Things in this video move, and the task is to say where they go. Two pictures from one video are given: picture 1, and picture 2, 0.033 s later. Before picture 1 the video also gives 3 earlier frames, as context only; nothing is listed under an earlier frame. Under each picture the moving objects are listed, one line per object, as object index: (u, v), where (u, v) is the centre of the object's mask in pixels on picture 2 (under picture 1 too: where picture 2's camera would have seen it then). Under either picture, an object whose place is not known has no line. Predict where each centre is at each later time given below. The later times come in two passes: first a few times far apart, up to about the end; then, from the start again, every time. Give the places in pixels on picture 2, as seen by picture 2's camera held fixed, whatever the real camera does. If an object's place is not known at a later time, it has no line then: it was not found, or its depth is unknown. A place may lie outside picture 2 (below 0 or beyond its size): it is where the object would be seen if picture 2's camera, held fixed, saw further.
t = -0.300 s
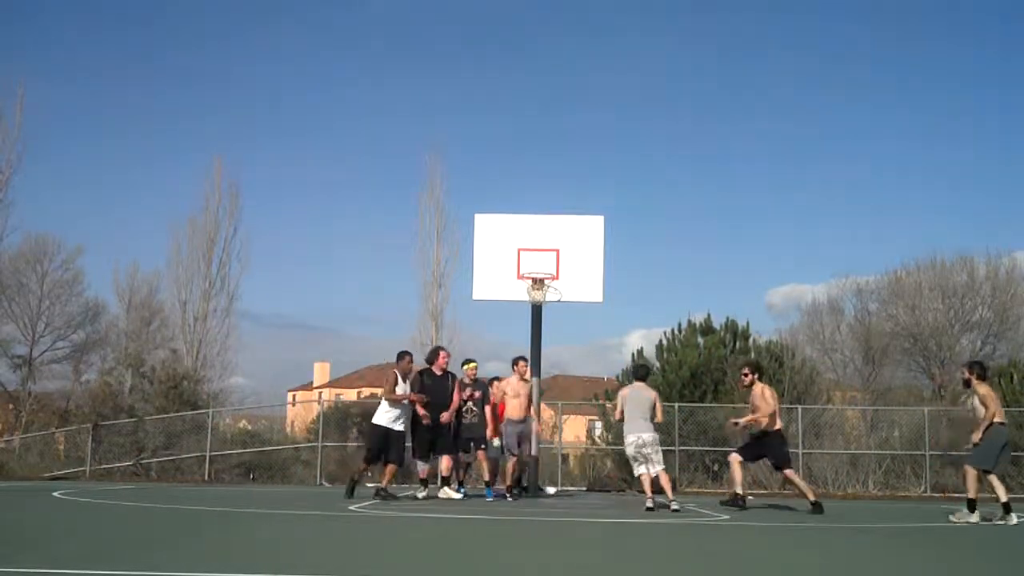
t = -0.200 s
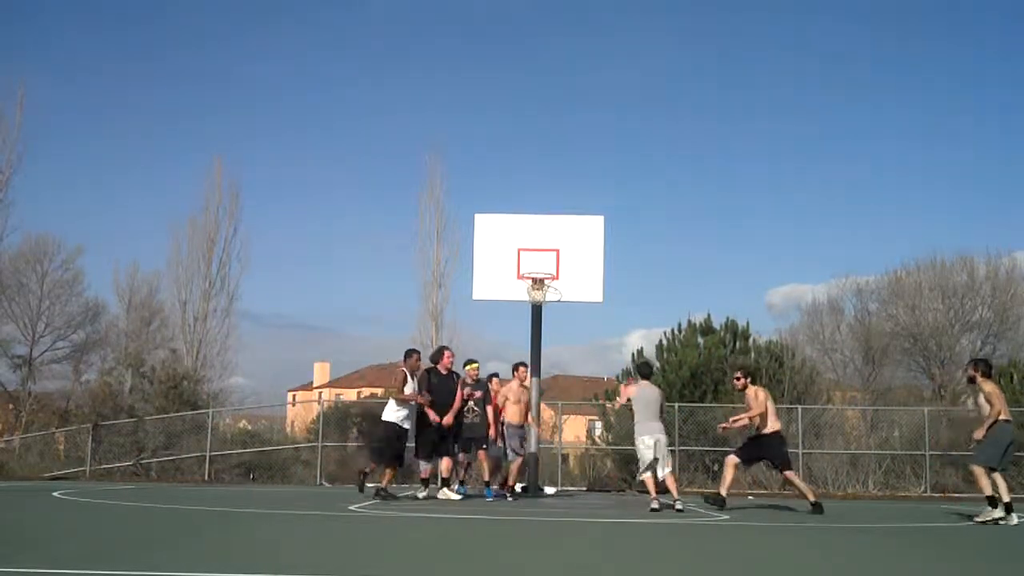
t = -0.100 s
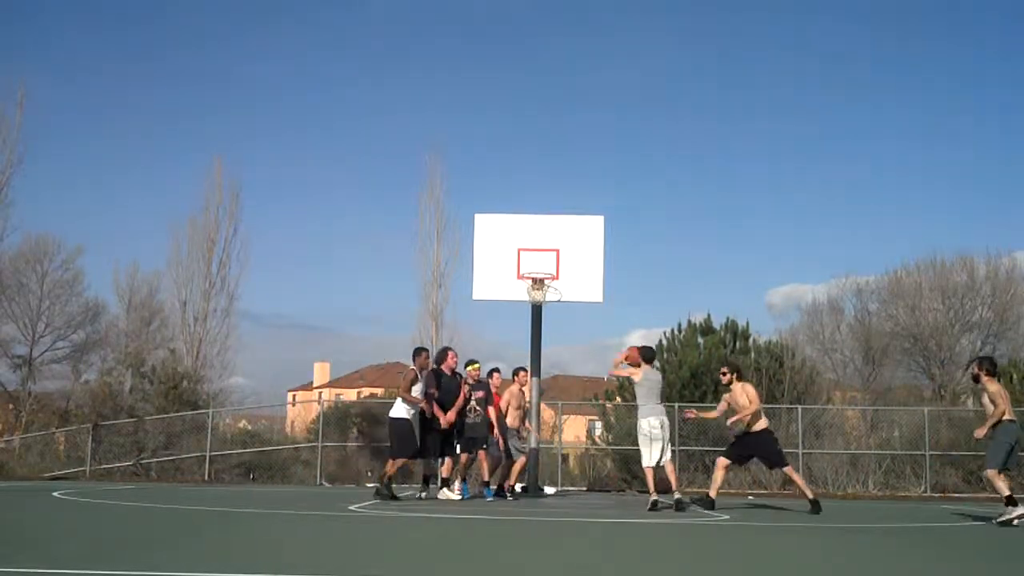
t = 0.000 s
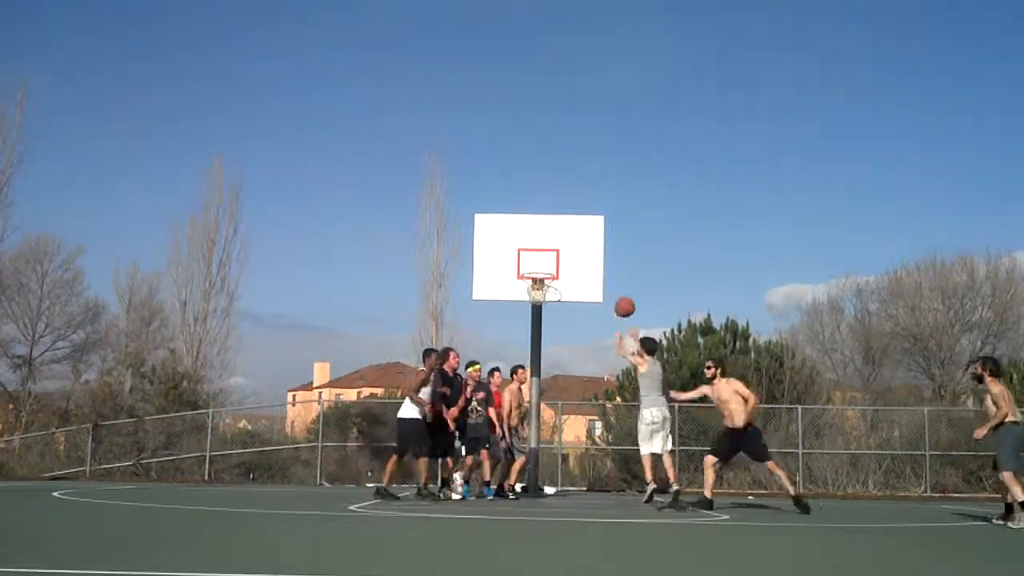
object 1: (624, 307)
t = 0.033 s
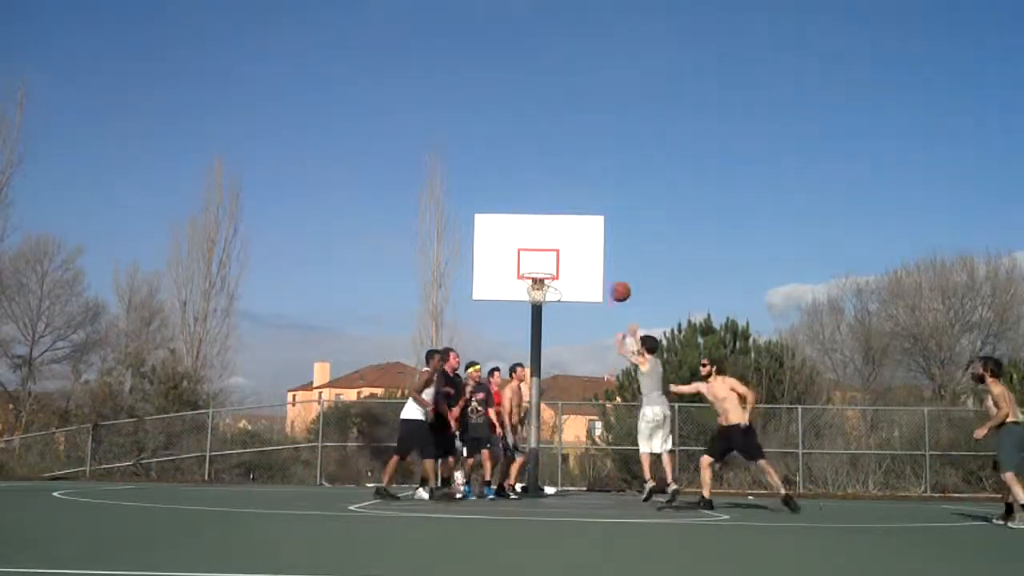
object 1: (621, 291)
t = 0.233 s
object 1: (596, 223)
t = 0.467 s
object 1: (571, 191)
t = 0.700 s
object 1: (550, 199)
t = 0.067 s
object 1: (616, 278)
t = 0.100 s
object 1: (612, 265)
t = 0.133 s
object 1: (607, 252)
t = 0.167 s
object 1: (604, 241)
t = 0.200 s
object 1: (600, 232)
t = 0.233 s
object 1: (596, 223)
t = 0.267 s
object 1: (592, 216)
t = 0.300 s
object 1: (589, 211)
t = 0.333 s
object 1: (585, 204)
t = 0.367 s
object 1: (582, 199)
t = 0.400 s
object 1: (578, 196)
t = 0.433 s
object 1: (575, 193)
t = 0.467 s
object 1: (571, 191)
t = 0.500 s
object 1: (568, 190)
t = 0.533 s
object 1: (565, 189)
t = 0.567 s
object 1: (562, 190)
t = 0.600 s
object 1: (559, 191)
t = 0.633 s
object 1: (556, 193)
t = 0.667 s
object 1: (553, 196)
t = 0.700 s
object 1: (550, 199)
